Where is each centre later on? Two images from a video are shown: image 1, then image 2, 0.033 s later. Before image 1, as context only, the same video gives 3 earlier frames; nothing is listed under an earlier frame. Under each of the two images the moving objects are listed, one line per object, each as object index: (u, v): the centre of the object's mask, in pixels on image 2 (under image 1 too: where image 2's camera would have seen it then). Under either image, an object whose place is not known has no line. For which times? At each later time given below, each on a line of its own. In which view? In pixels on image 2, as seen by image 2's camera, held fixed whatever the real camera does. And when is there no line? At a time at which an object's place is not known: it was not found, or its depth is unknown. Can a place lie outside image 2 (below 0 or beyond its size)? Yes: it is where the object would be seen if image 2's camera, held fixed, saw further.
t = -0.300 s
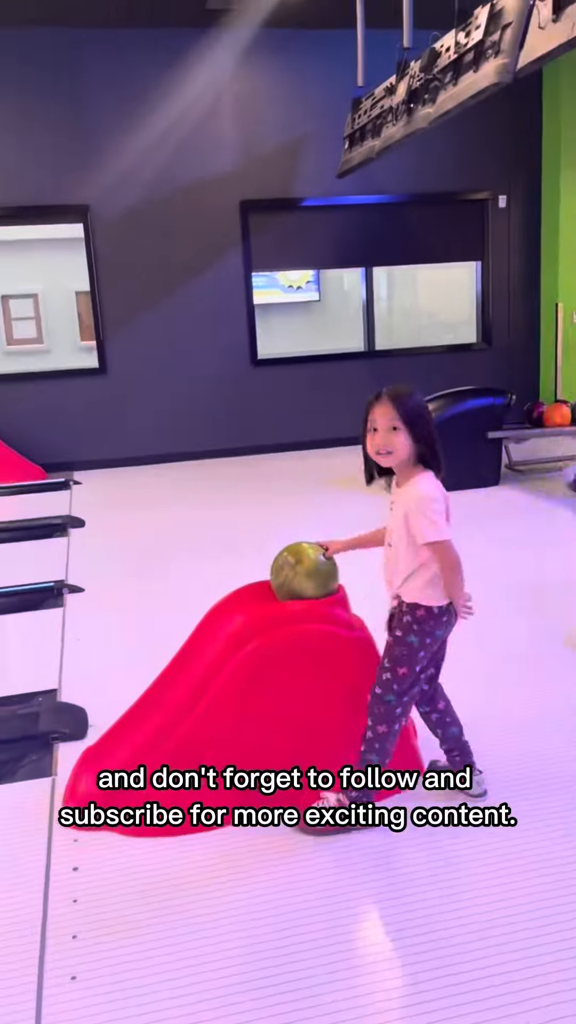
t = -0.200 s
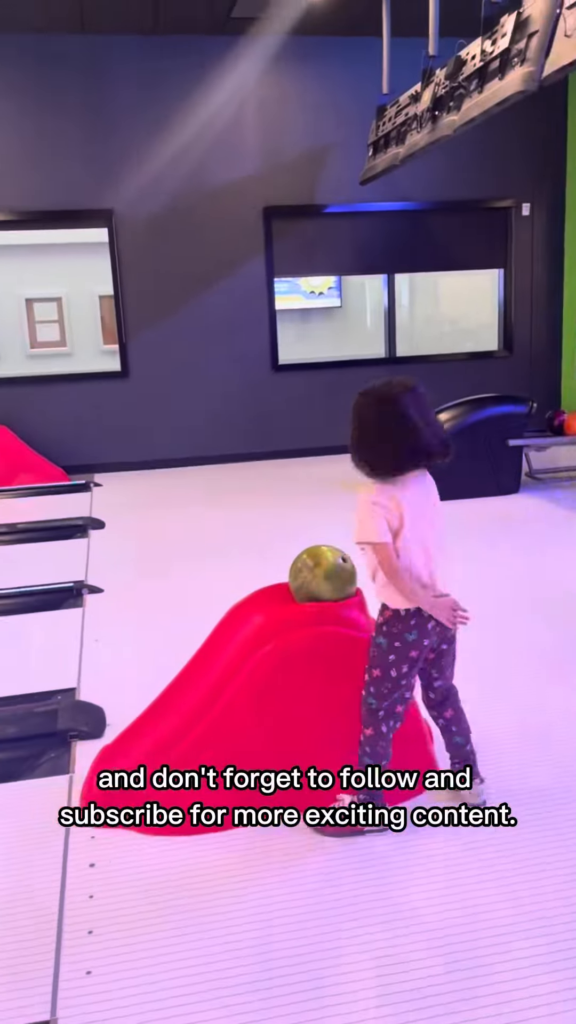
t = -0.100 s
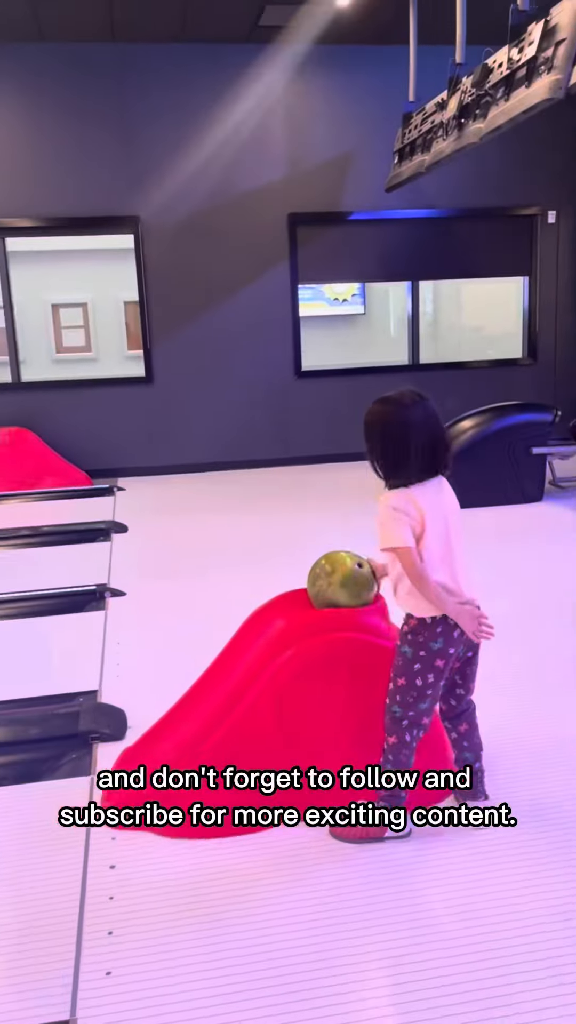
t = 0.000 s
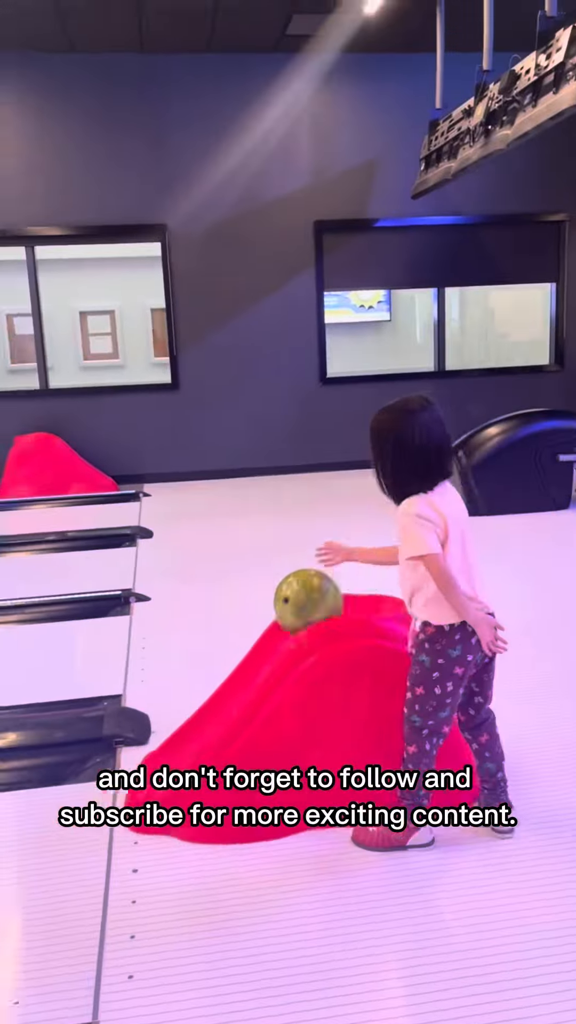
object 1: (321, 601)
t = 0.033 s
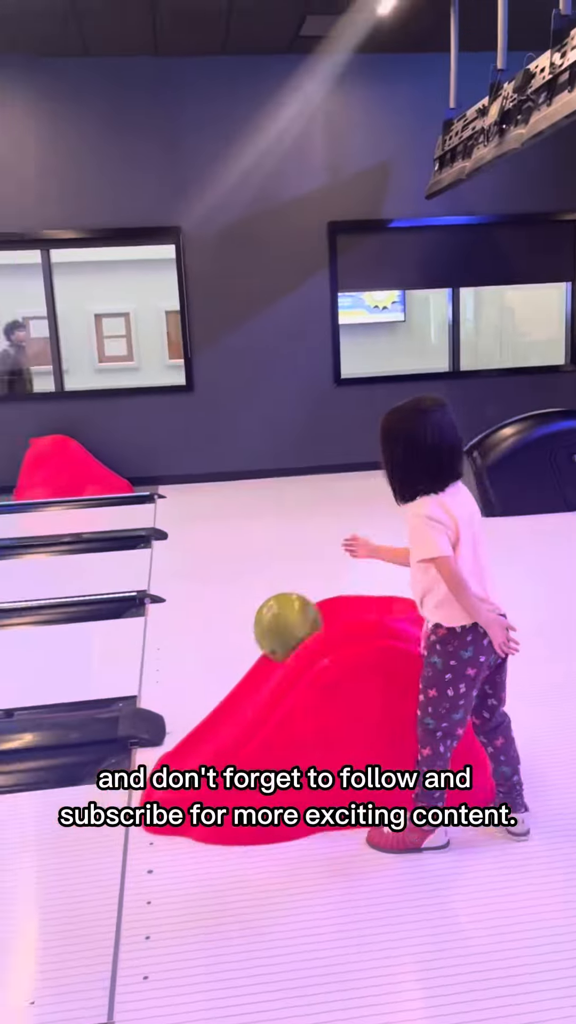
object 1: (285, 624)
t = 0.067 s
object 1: (234, 686)
